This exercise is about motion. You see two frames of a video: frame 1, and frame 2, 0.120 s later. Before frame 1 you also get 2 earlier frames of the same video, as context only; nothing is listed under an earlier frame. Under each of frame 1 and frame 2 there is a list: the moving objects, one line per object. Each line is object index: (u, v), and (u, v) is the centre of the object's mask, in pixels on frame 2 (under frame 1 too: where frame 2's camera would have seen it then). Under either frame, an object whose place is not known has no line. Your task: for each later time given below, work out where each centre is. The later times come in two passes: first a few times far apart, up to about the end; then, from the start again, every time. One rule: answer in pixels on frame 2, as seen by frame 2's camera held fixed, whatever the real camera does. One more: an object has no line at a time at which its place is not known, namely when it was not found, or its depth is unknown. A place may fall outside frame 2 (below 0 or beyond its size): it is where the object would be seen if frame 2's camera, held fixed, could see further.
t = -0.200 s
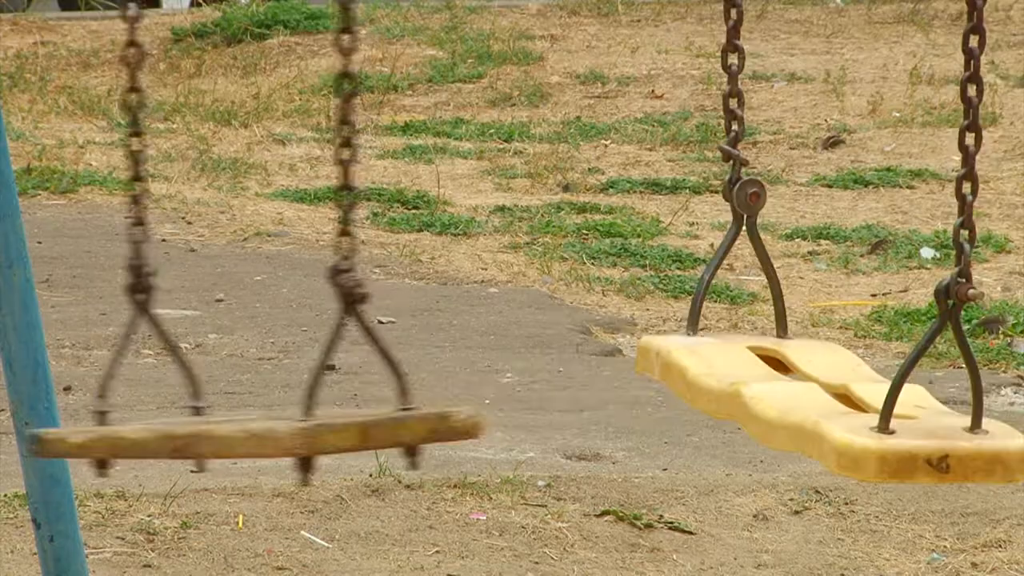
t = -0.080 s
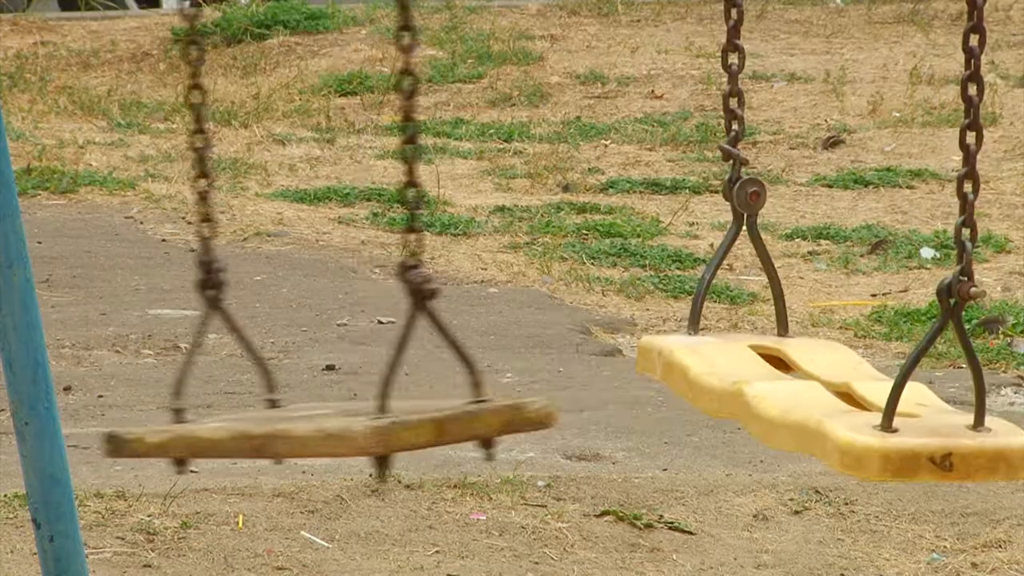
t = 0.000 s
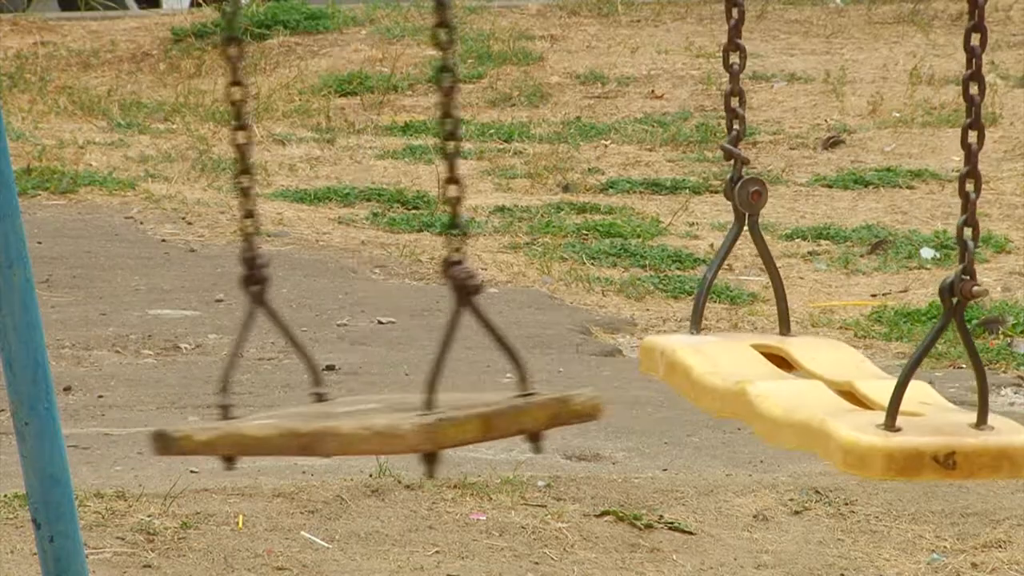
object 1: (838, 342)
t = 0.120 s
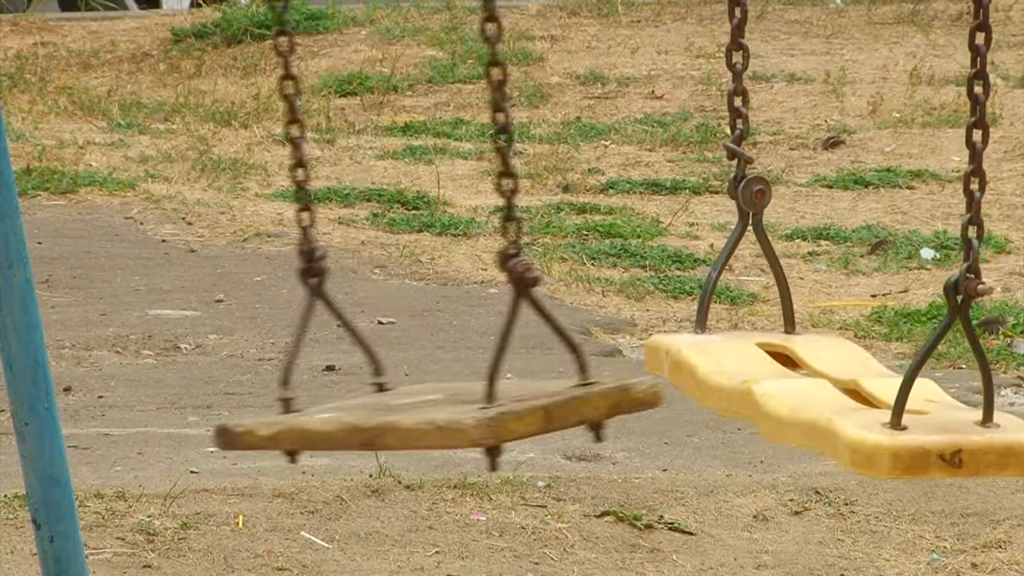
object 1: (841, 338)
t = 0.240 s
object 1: (846, 336)
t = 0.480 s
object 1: (858, 333)
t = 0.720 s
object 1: (867, 331)
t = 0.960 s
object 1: (864, 333)
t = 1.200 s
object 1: (868, 339)
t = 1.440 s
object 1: (854, 343)
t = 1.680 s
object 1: (841, 345)
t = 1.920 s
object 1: (829, 345)
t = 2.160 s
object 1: (826, 343)
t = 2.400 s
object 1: (836, 340)
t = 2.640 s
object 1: (852, 335)
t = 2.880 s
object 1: (867, 332)
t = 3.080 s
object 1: (867, 331)
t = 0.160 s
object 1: (842, 339)
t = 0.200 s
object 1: (846, 337)
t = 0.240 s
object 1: (846, 336)
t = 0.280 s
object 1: (849, 335)
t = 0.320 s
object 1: (849, 335)
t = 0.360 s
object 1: (853, 334)
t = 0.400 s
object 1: (853, 333)
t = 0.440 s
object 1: (856, 333)
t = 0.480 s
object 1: (858, 333)
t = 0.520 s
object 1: (861, 331)
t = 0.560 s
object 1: (864, 332)
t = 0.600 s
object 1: (865, 331)
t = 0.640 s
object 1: (867, 331)
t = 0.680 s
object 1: (868, 331)
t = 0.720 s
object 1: (867, 331)
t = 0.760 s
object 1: (869, 332)
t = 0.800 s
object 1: (863, 329)
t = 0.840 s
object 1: (865, 331)
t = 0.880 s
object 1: (864, 331)
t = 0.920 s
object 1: (864, 332)
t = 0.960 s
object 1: (864, 333)
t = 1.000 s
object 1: (872, 335)
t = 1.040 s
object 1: (871, 335)
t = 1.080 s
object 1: (868, 336)
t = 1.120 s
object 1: (871, 337)
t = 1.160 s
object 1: (869, 337)
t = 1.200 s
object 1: (868, 339)
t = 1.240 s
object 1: (864, 339)
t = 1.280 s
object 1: (865, 340)
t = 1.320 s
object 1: (864, 341)
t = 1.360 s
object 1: (858, 342)
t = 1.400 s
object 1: (859, 342)
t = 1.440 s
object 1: (854, 343)
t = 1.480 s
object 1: (853, 344)
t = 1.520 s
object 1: (850, 344)
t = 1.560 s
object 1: (847, 344)
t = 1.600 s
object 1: (845, 345)
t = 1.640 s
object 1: (843, 345)
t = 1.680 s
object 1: (841, 345)
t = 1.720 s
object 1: (839, 346)
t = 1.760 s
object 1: (836, 345)
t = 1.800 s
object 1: (835, 346)
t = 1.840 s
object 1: (835, 346)
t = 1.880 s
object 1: (833, 346)
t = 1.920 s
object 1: (829, 345)
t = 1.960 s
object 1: (829, 345)
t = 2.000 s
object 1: (827, 345)
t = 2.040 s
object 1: (828, 345)
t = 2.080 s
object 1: (827, 345)
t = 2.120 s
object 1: (827, 344)
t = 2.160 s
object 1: (826, 343)
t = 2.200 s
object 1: (830, 343)
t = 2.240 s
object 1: (829, 343)
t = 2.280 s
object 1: (831, 343)
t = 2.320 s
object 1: (831, 341)
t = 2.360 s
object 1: (833, 341)
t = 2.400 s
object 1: (836, 340)
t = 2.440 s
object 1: (836, 338)
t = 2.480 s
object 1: (840, 337)
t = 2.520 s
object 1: (842, 336)
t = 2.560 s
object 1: (844, 335)
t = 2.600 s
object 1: (847, 334)
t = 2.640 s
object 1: (852, 335)
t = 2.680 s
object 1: (851, 333)
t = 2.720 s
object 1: (856, 333)
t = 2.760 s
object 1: (859, 333)
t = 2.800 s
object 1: (859, 332)
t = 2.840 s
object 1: (862, 332)
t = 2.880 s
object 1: (867, 332)
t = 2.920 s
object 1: (868, 331)
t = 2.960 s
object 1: (871, 332)
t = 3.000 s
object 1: (862, 331)
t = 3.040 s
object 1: (866, 331)
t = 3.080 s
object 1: (867, 331)
